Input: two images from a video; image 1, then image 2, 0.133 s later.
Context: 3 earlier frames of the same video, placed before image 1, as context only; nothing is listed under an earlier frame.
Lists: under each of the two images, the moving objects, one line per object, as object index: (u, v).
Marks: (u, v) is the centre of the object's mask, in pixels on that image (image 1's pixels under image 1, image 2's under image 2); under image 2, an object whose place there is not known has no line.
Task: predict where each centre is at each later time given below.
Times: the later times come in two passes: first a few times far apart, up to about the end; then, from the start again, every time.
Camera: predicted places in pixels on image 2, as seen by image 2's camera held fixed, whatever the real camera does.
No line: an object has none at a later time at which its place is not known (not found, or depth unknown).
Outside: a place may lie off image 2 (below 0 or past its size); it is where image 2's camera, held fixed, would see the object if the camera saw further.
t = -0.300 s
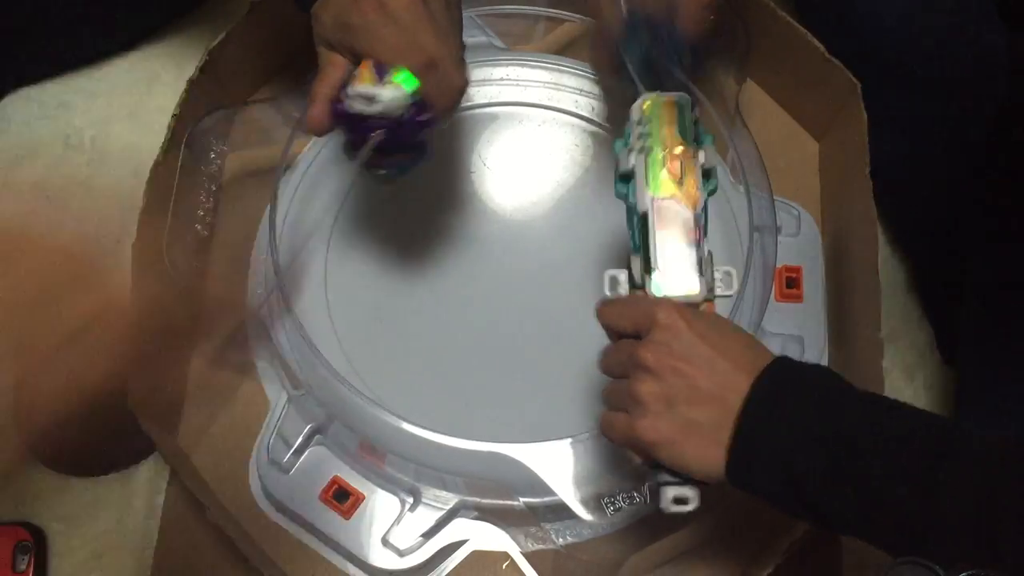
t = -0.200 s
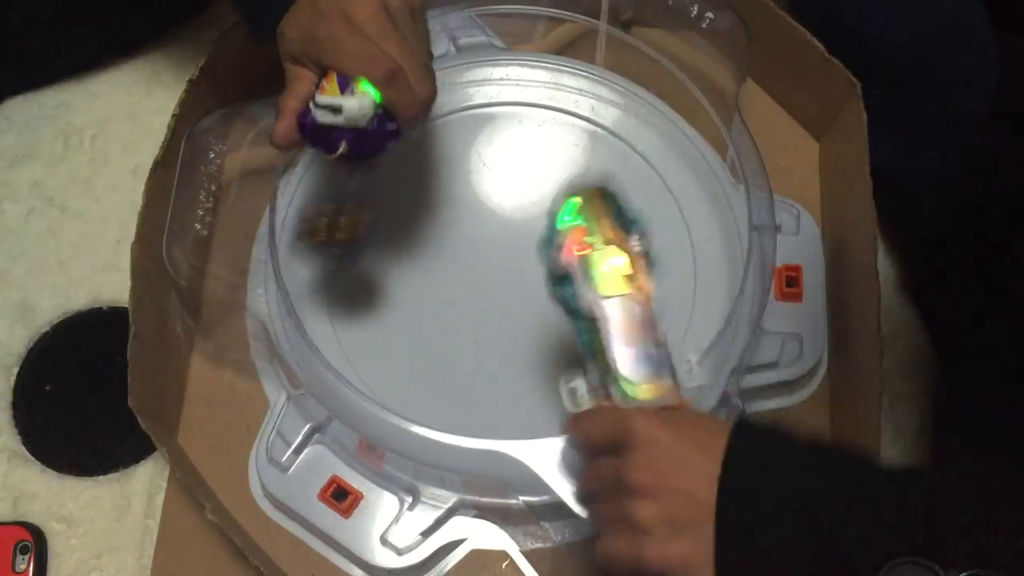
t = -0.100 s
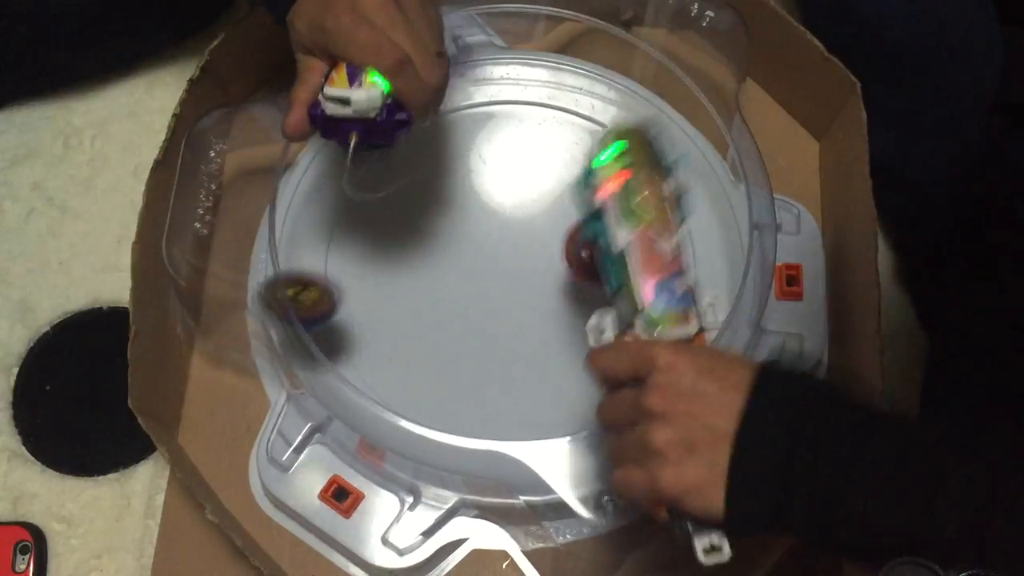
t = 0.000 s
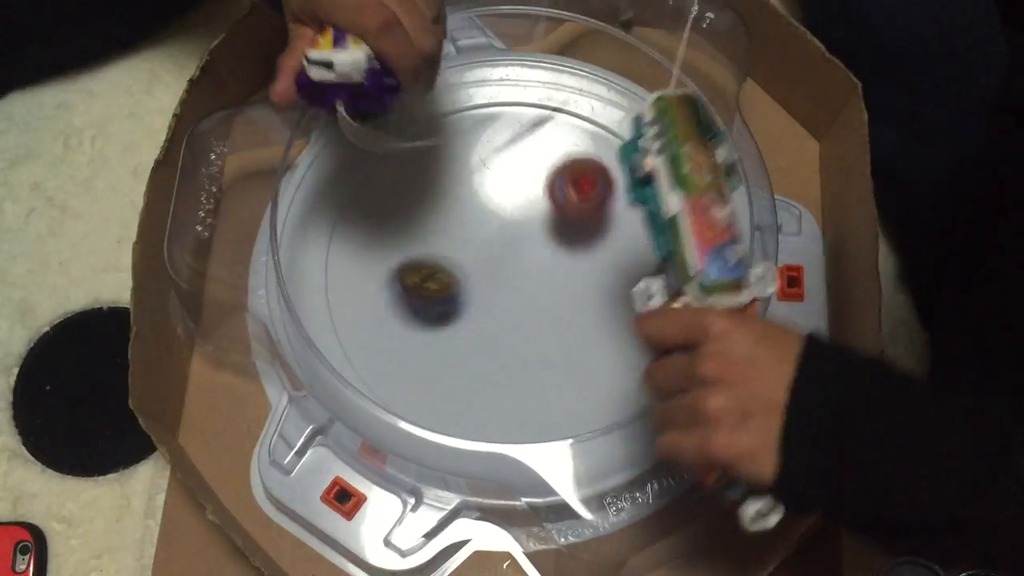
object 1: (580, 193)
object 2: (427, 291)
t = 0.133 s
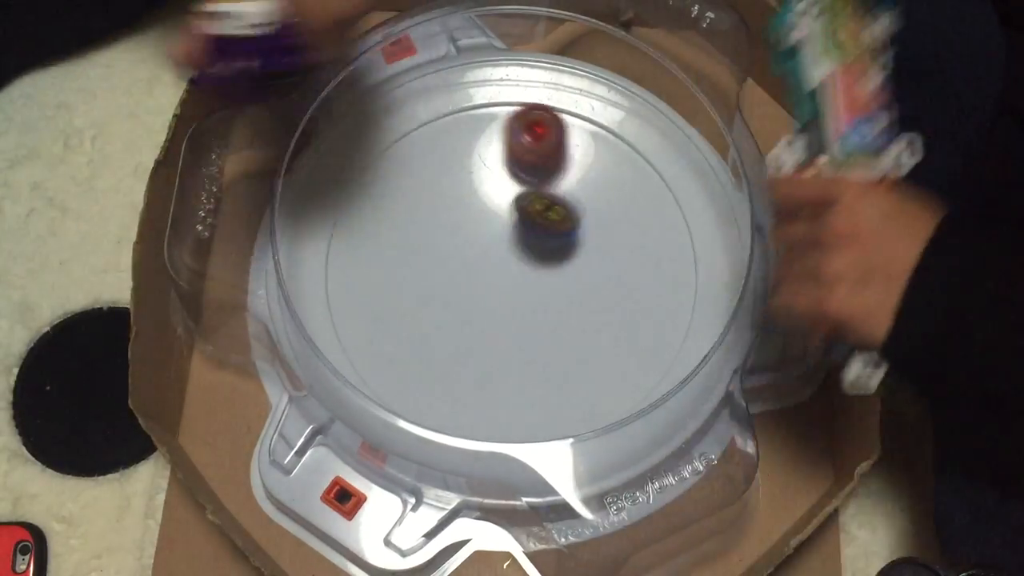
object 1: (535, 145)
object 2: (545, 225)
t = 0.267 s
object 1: (482, 148)
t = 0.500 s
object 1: (421, 263)
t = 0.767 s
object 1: (539, 352)
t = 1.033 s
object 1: (641, 248)
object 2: (257, 164)
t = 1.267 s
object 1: (550, 178)
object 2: (281, 114)
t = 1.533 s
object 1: (428, 260)
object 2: (258, 145)
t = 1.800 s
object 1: (512, 365)
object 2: (270, 135)
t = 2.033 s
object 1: (611, 300)
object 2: (262, 127)
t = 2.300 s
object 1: (530, 214)
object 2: (265, 129)
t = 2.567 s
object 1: (424, 267)
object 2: (255, 137)
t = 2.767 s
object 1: (463, 323)
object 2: (275, 138)
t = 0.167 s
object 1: (522, 140)
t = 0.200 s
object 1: (509, 140)
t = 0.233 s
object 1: (495, 142)
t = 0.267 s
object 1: (482, 148)
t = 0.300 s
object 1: (468, 157)
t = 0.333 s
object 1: (455, 169)
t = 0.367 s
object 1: (442, 184)
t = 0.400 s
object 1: (432, 203)
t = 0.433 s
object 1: (424, 221)
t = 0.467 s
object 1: (420, 242)
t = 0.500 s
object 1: (421, 263)
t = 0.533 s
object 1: (423, 282)
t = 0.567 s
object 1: (431, 302)
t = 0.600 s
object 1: (443, 318)
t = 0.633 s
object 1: (457, 331)
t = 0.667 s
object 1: (476, 342)
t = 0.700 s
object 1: (494, 349)
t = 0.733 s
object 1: (516, 352)
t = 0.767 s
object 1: (539, 352)
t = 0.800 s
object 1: (561, 348)
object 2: (222, 294)
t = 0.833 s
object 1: (583, 340)
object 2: (221, 284)
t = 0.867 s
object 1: (602, 329)
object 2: (220, 277)
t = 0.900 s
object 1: (618, 314)
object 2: (230, 262)
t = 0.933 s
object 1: (629, 299)
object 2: (233, 245)
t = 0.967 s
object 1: (637, 280)
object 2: (240, 221)
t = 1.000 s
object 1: (641, 265)
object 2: (244, 188)
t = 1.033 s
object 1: (641, 248)
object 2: (257, 164)
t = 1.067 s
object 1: (637, 232)
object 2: (265, 148)
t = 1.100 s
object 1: (629, 217)
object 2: (269, 140)
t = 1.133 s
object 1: (618, 205)
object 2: (271, 130)
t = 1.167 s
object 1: (604, 194)
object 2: (270, 113)
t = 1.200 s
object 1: (587, 186)
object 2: (269, 106)
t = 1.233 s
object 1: (569, 181)
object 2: (275, 110)
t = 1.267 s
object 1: (550, 178)
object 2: (281, 114)
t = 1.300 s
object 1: (529, 178)
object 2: (273, 120)
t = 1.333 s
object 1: (507, 182)
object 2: (260, 130)
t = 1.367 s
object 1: (488, 190)
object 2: (258, 138)
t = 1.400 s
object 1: (470, 200)
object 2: (258, 148)
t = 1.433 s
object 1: (456, 212)
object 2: (265, 150)
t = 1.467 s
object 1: (443, 226)
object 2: (265, 151)
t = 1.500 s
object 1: (433, 243)
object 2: (262, 150)
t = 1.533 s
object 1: (428, 260)
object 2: (258, 145)
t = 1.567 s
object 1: (426, 278)
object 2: (256, 140)
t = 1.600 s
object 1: (427, 295)
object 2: (253, 143)
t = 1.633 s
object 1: (434, 312)
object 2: (258, 137)
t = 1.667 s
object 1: (445, 329)
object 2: (260, 136)
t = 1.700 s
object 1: (458, 342)
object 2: (262, 136)
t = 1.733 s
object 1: (474, 354)
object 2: (265, 136)
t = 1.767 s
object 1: (493, 362)
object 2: (267, 135)
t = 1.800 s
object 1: (512, 365)
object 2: (270, 135)
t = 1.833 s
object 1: (533, 365)
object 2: (271, 134)
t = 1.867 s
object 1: (553, 362)
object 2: (274, 134)
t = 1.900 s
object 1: (571, 354)
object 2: (278, 131)
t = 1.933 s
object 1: (586, 344)
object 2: (282, 130)
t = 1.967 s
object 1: (598, 330)
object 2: (277, 130)
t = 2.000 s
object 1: (607, 316)
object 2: (267, 130)
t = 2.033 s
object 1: (611, 300)
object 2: (262, 127)
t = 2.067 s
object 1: (613, 285)
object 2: (259, 128)
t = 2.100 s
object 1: (611, 269)
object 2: (262, 132)
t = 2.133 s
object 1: (605, 256)
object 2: (269, 135)
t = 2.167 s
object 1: (594, 243)
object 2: (274, 136)
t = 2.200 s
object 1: (580, 233)
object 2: (278, 135)
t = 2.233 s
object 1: (564, 224)
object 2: (281, 133)
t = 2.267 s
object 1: (547, 218)
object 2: (273, 131)
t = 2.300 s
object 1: (530, 214)
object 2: (265, 129)
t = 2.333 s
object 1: (512, 213)
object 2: (260, 121)
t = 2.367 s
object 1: (494, 213)
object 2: (261, 121)
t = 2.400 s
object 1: (476, 217)
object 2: (272, 126)
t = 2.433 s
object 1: (462, 221)
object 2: (279, 129)
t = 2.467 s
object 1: (449, 230)
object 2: (275, 131)
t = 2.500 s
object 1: (438, 241)
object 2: (261, 134)
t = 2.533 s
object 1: (430, 254)
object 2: (257, 136)
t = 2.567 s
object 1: (424, 267)
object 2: (255, 137)
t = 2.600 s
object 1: (423, 280)
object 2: (253, 138)
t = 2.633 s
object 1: (426, 291)
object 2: (254, 139)
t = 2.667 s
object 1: (432, 303)
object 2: (259, 140)
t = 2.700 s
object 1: (439, 310)
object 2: (262, 139)
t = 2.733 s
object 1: (451, 318)
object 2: (270, 138)
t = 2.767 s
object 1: (463, 323)
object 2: (275, 138)
